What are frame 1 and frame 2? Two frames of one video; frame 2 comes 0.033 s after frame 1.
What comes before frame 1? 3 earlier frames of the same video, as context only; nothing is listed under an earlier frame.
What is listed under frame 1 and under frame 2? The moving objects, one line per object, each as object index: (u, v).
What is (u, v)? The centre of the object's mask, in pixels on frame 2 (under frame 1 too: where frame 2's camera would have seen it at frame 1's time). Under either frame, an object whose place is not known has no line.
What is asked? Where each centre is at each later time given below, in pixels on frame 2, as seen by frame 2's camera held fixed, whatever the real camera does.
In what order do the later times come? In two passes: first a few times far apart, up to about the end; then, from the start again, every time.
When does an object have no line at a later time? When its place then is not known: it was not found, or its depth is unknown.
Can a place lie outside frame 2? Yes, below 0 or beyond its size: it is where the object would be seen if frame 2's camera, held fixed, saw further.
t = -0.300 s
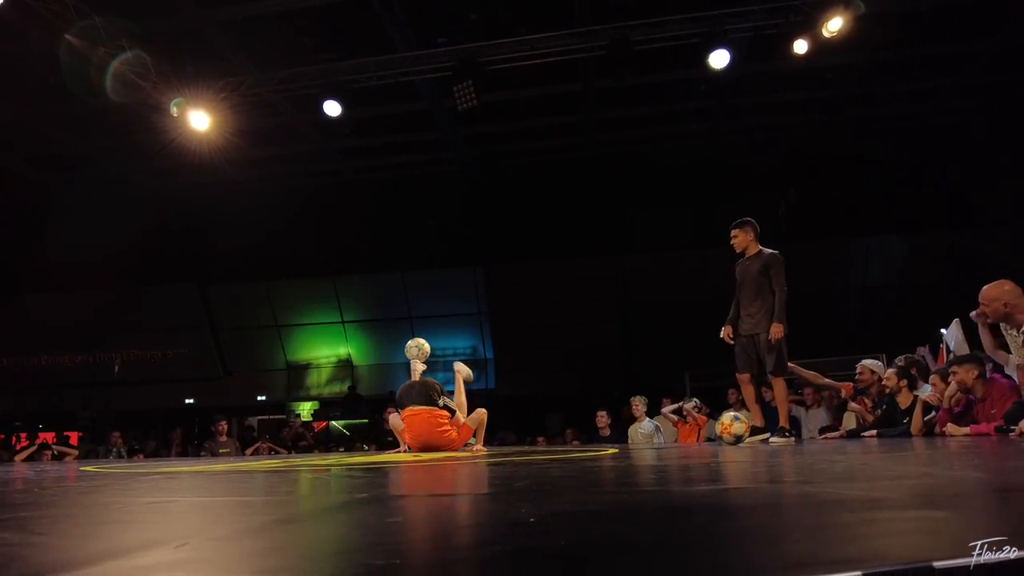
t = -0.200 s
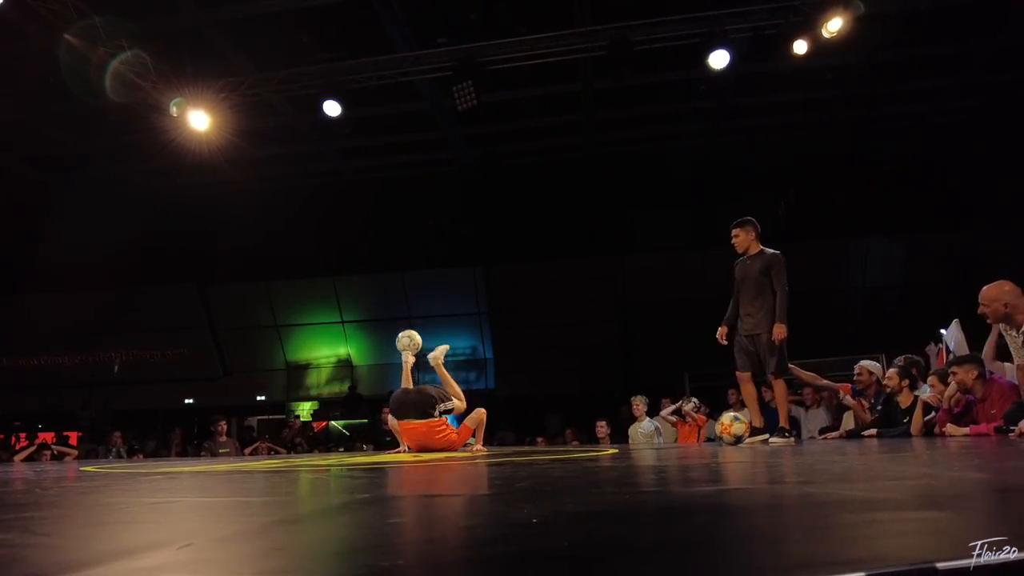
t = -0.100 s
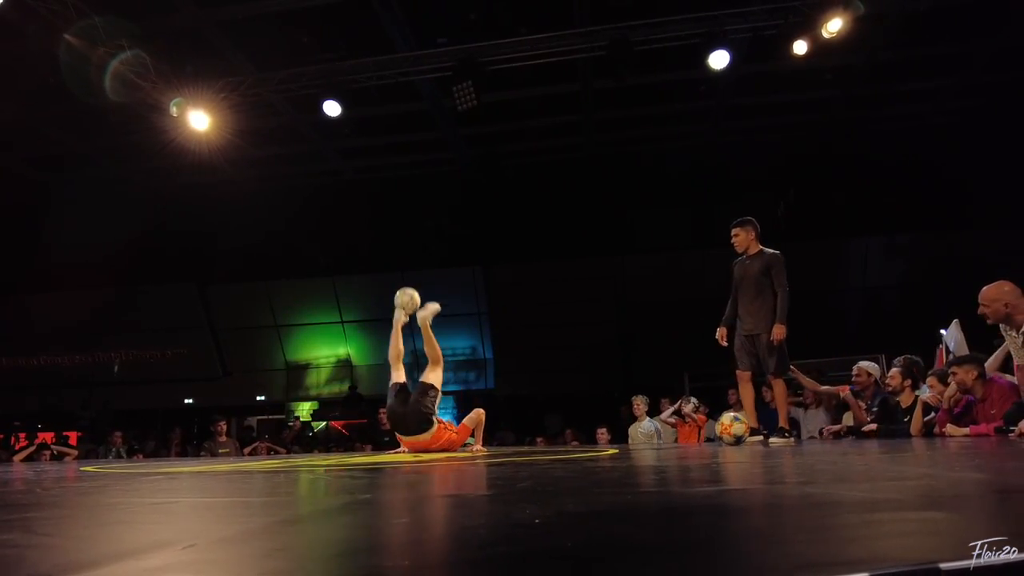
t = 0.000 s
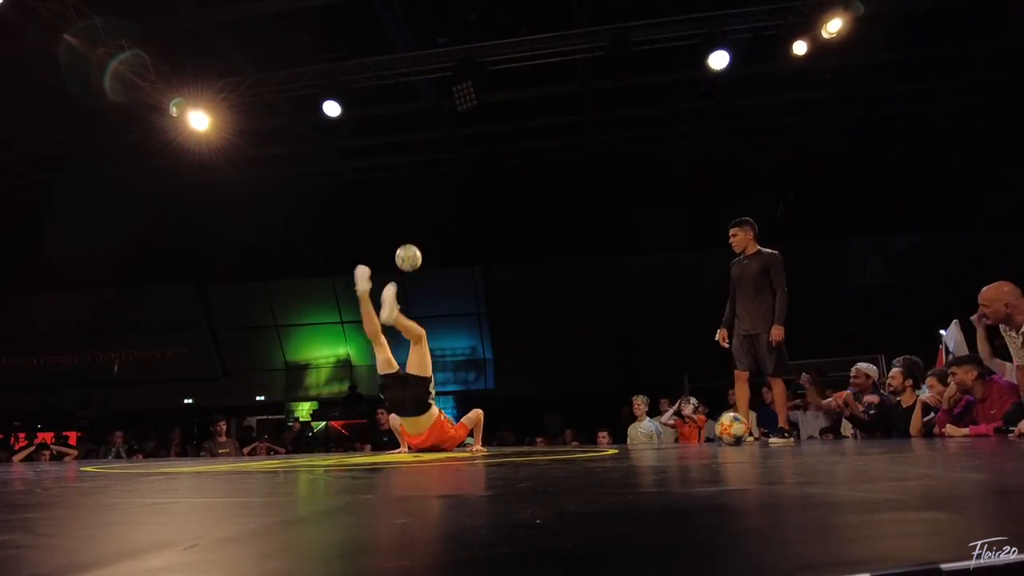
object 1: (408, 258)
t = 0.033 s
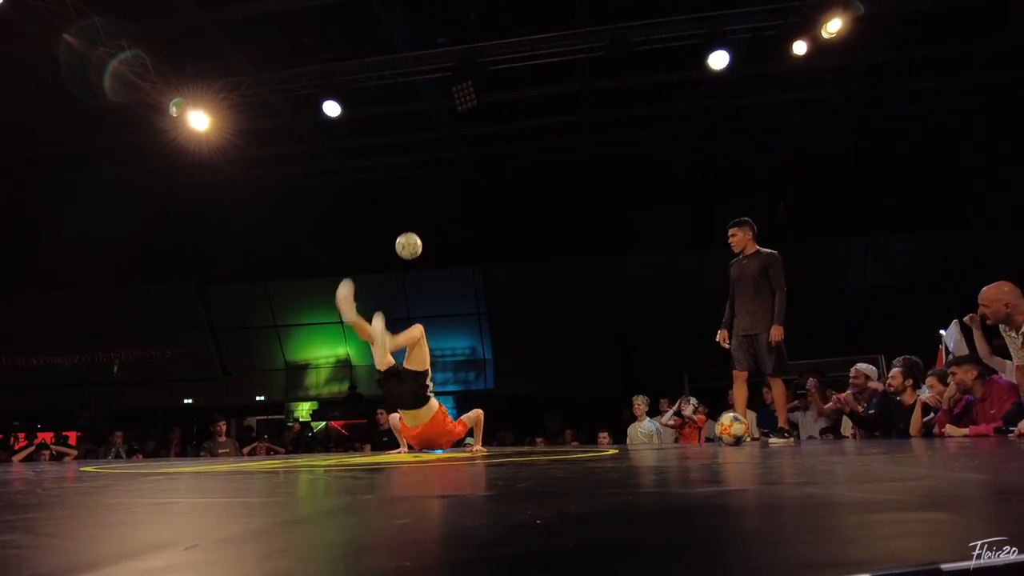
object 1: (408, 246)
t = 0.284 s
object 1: (412, 193)
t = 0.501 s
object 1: (416, 204)
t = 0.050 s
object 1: (409, 240)
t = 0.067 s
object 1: (409, 235)
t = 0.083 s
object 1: (409, 230)
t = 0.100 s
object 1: (409, 225)
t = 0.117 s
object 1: (410, 221)
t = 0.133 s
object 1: (410, 217)
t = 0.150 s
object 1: (410, 213)
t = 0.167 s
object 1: (410, 209)
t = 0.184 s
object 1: (411, 206)
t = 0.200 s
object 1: (411, 203)
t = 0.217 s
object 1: (411, 201)
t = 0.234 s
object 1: (411, 198)
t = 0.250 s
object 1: (412, 196)
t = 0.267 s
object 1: (412, 195)
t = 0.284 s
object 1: (412, 193)
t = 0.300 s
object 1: (412, 192)
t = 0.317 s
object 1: (413, 191)
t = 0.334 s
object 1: (413, 191)
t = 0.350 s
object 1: (413, 191)
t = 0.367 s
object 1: (414, 191)
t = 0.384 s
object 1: (414, 191)
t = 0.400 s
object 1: (414, 192)
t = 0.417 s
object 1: (414, 193)
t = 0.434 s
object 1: (415, 194)
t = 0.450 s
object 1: (415, 196)
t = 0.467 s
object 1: (415, 198)
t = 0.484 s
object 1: (415, 201)
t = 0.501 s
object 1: (416, 204)
